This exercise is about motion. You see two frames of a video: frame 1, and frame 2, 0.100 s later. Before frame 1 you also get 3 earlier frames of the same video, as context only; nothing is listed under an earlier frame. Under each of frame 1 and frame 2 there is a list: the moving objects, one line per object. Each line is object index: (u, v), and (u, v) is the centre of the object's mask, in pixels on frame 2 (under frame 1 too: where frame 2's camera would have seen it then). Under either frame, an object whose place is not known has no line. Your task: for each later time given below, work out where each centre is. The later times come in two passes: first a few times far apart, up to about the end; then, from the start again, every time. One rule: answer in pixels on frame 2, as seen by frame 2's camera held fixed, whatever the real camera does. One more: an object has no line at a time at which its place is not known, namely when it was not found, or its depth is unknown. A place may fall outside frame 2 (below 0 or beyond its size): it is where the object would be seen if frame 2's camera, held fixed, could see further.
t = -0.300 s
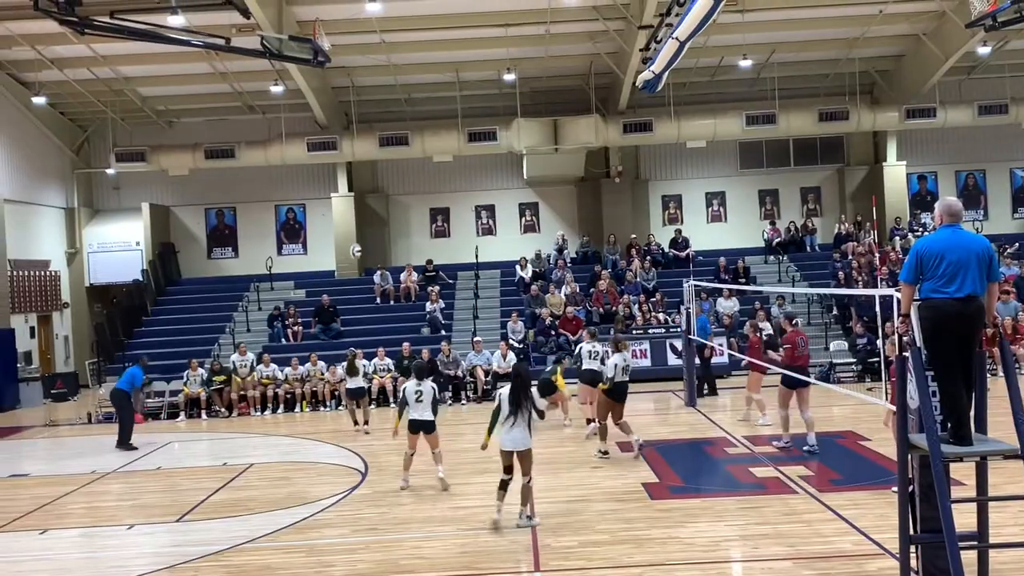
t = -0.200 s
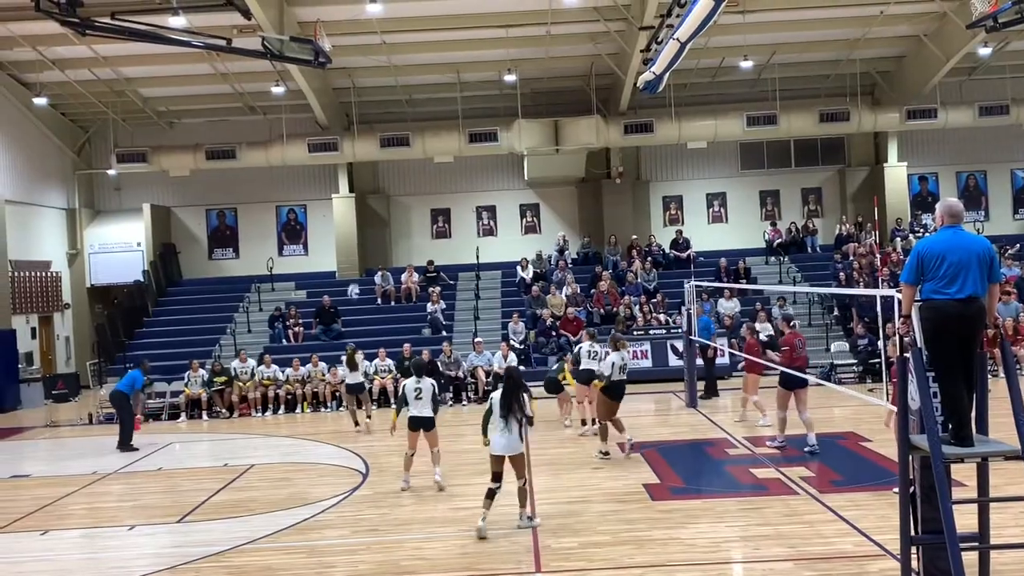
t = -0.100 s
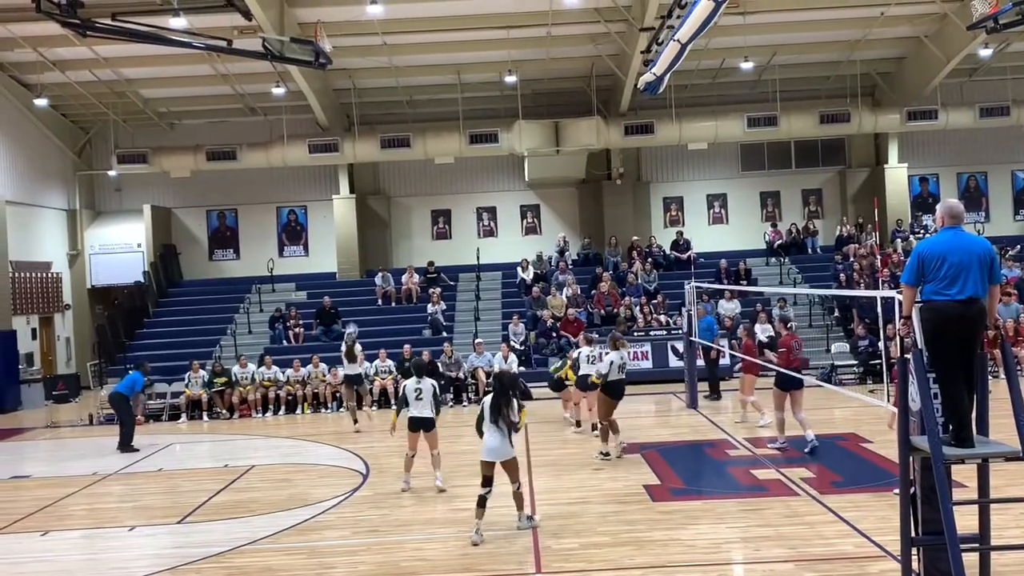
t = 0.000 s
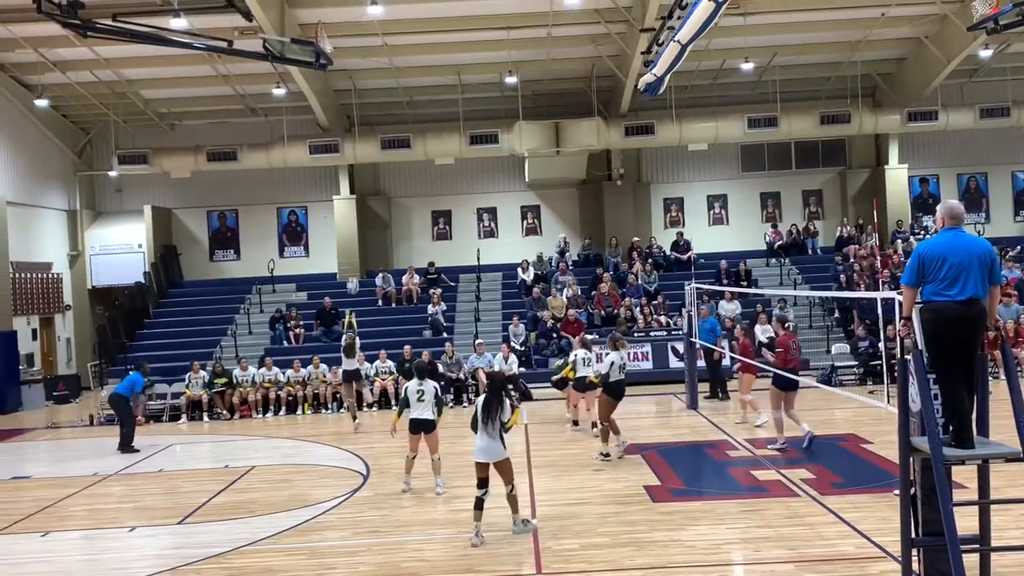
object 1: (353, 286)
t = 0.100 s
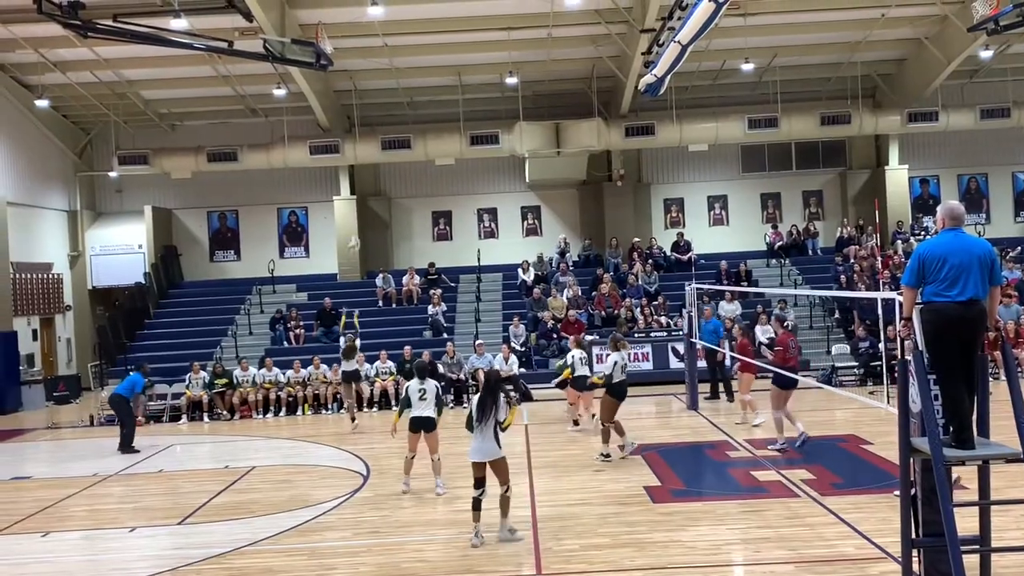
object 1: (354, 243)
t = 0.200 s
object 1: (355, 204)
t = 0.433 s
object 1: (358, 135)
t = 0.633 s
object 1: (362, 98)
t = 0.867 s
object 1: (370, 87)
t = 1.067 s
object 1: (379, 112)
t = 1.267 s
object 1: (391, 175)
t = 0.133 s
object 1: (353, 230)
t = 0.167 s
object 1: (355, 218)
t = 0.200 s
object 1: (355, 204)
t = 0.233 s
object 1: (355, 193)
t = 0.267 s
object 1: (355, 183)
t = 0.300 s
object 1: (355, 172)
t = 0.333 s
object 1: (355, 162)
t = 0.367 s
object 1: (356, 152)
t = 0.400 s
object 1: (357, 142)
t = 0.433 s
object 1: (358, 135)
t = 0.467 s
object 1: (358, 128)
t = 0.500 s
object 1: (359, 120)
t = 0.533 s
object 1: (360, 113)
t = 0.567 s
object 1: (361, 107)
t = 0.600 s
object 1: (362, 102)
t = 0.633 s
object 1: (362, 98)
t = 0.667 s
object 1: (363, 94)
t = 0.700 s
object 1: (364, 91)
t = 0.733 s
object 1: (365, 88)
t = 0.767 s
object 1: (366, 86)
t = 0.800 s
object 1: (368, 86)
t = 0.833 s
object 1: (369, 86)
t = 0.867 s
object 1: (370, 87)
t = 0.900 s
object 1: (371, 89)
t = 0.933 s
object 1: (373, 91)
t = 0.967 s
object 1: (374, 95)
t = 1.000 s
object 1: (376, 100)
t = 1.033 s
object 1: (377, 105)
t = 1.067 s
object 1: (379, 112)
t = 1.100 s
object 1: (381, 119)
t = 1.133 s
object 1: (382, 127)
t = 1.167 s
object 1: (385, 138)
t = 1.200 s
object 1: (387, 146)
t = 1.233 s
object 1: (389, 161)
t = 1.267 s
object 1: (391, 175)
